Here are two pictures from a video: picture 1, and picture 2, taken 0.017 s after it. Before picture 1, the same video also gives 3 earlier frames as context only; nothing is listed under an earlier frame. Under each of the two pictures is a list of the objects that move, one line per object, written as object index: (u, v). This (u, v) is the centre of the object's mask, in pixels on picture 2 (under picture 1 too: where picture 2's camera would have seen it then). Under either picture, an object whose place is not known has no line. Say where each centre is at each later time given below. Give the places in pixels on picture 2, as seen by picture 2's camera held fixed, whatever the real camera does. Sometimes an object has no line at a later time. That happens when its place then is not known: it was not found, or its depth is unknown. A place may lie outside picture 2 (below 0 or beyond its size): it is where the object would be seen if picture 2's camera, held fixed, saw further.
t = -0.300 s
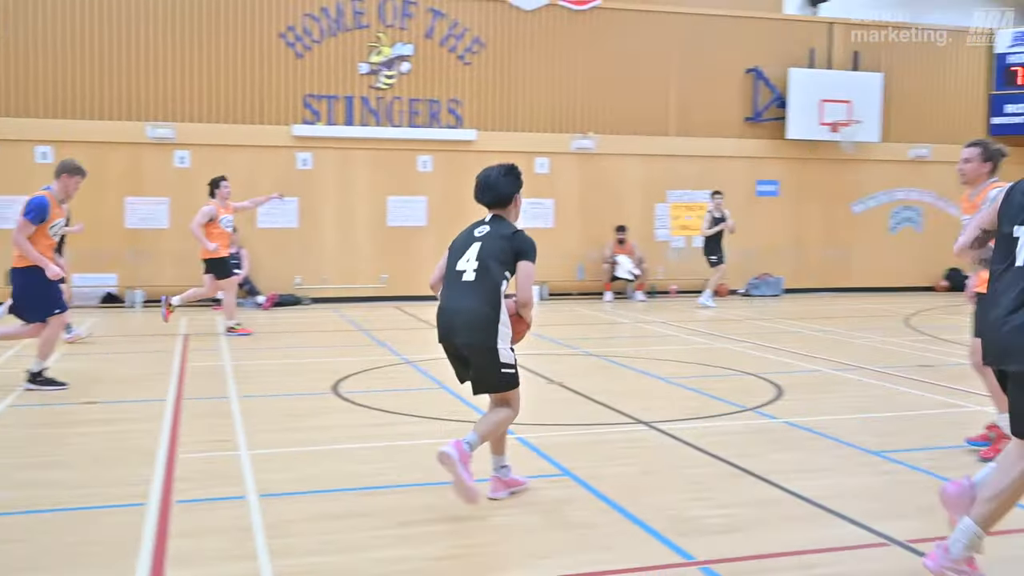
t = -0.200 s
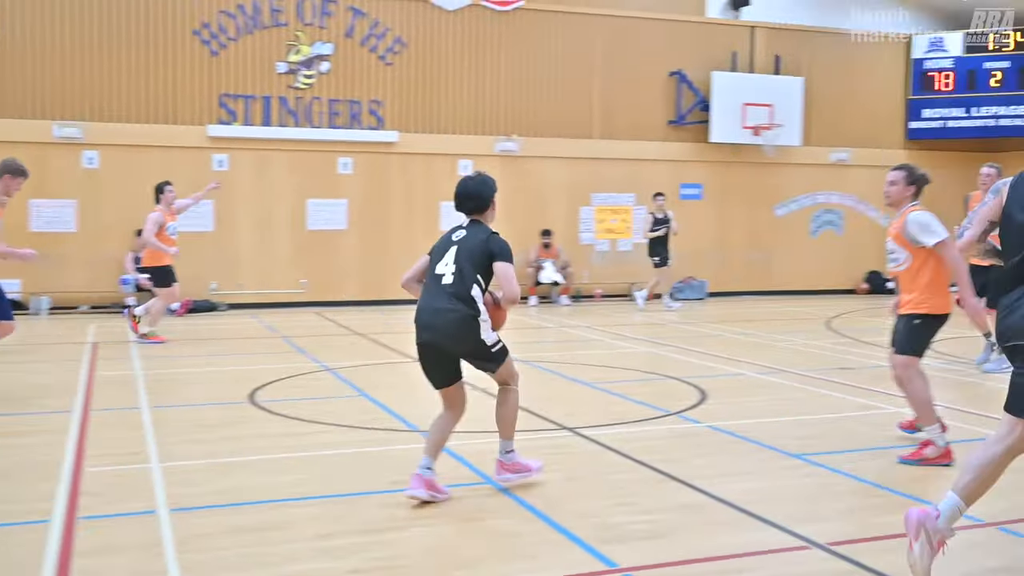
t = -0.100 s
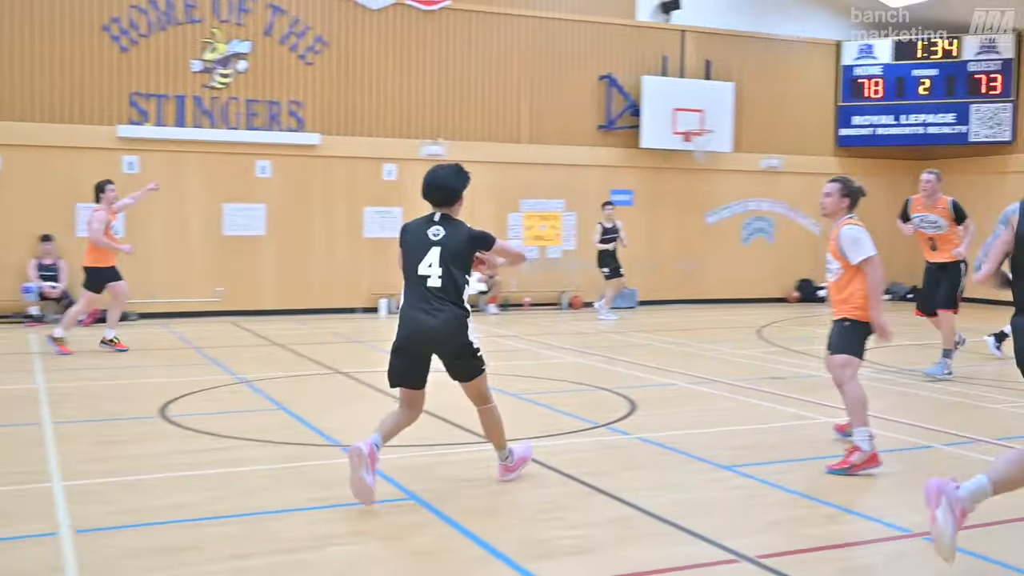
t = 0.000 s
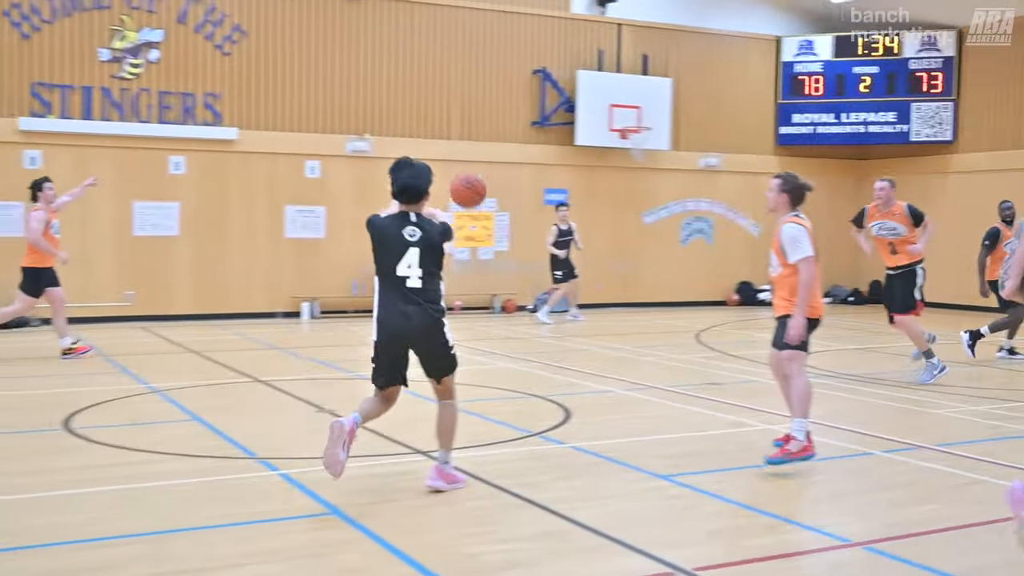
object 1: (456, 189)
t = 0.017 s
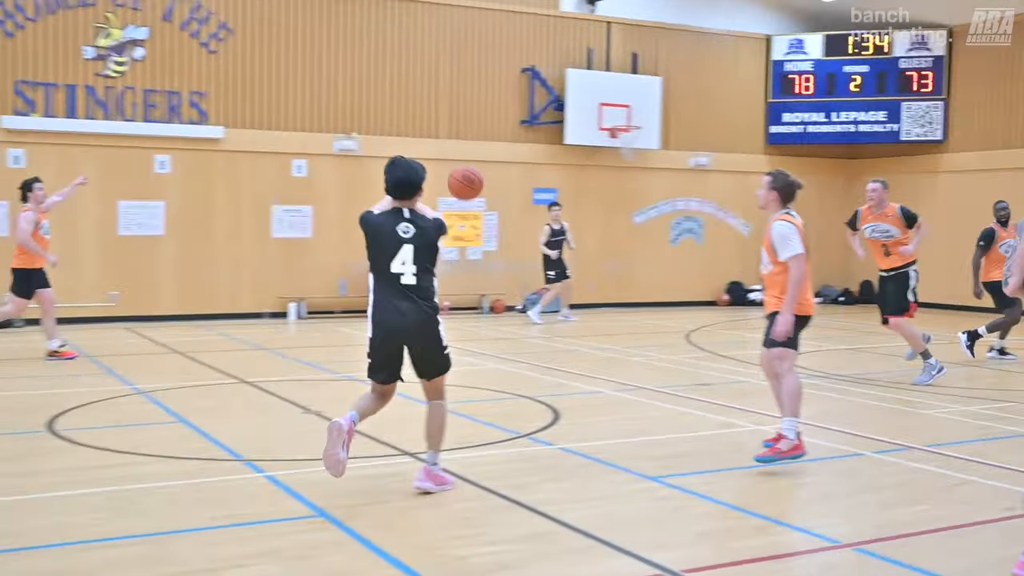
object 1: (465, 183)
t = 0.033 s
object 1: (474, 177)
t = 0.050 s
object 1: (482, 172)
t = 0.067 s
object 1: (488, 166)
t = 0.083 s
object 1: (494, 161)
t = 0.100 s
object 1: (500, 156)
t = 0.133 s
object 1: (511, 146)
